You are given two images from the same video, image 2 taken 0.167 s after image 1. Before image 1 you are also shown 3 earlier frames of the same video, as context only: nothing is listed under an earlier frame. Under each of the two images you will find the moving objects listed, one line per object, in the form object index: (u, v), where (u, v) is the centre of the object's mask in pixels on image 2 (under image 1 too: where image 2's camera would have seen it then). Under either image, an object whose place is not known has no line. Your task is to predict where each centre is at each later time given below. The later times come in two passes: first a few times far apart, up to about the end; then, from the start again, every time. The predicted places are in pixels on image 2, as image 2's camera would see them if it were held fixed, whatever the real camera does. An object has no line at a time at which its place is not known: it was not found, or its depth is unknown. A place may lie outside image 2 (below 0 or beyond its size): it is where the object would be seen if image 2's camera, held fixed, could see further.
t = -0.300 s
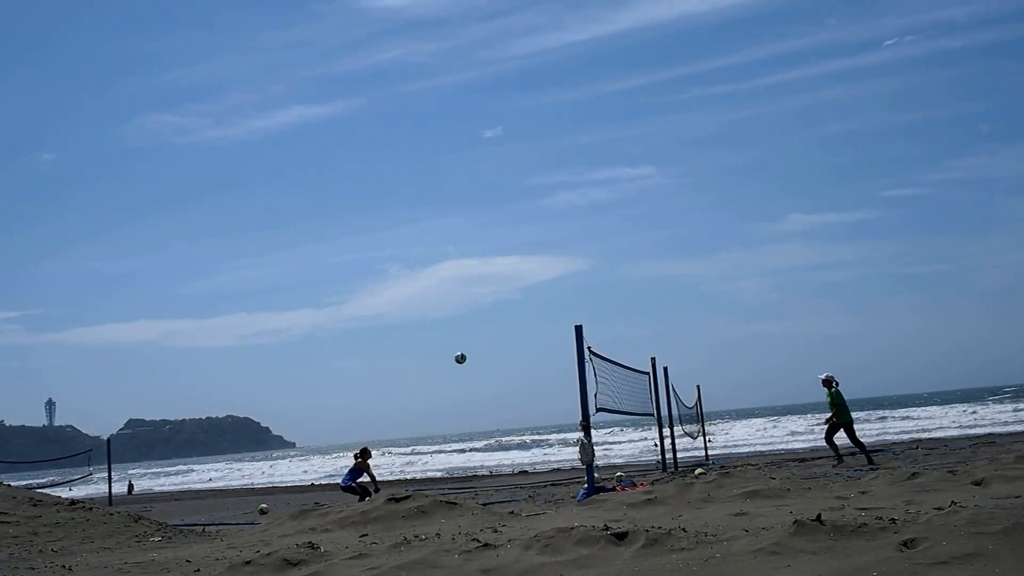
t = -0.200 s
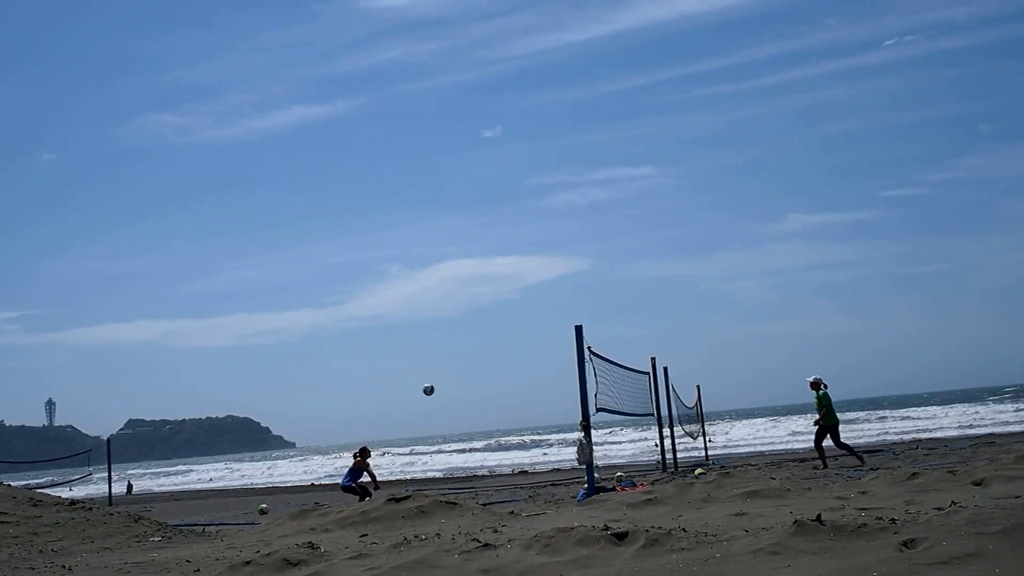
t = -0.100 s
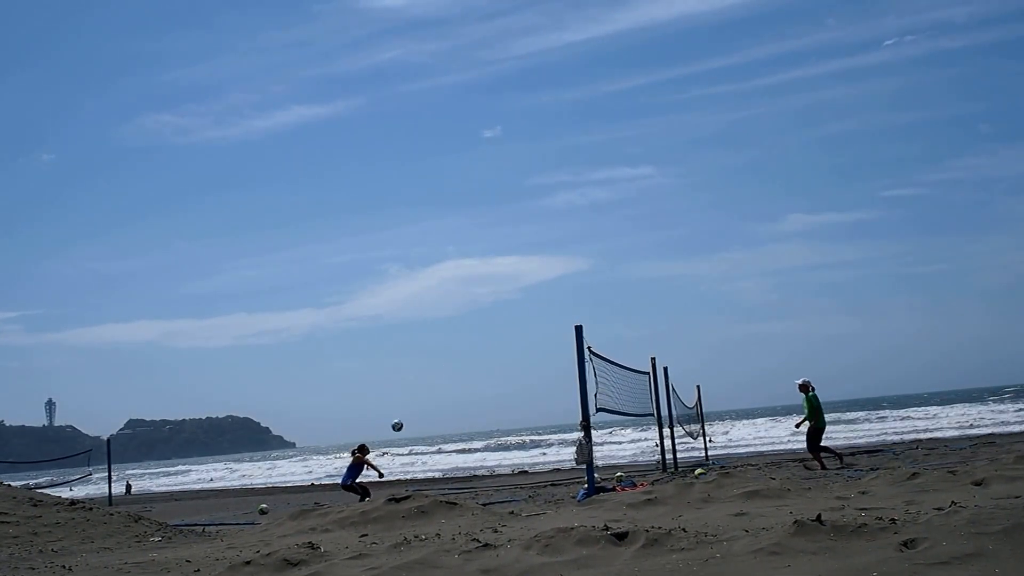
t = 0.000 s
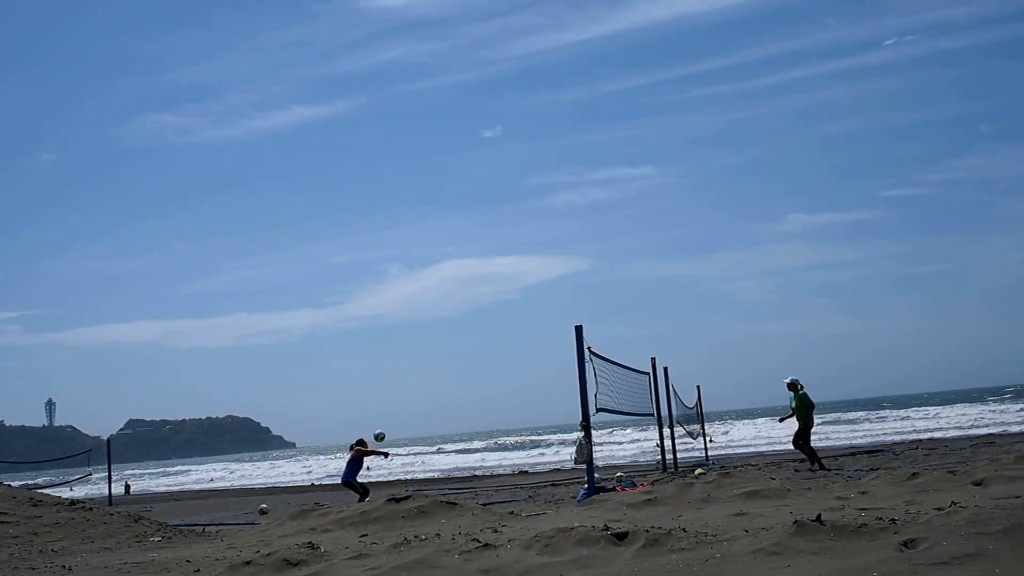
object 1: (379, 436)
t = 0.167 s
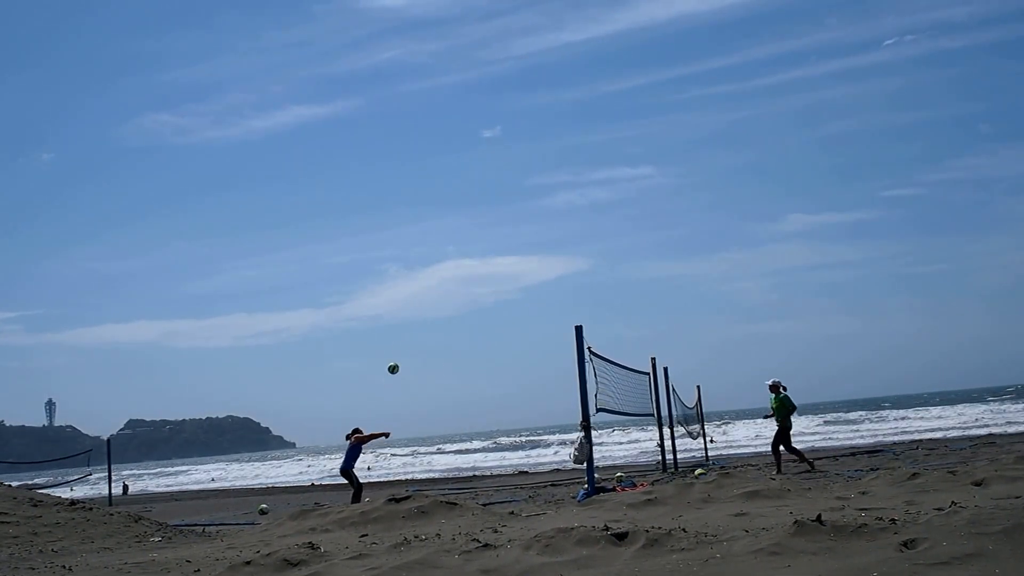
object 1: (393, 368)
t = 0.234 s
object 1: (398, 347)
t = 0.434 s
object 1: (415, 301)
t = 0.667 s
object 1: (434, 276)
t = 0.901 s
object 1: (453, 280)
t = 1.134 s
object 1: (473, 309)
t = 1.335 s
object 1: (490, 353)
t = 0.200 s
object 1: (396, 358)
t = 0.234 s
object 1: (398, 347)
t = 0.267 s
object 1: (401, 338)
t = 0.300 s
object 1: (404, 329)
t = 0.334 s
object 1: (407, 321)
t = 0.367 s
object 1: (409, 313)
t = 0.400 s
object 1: (412, 307)
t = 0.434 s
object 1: (415, 301)
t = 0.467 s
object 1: (418, 296)
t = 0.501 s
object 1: (421, 291)
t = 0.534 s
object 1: (423, 287)
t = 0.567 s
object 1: (426, 283)
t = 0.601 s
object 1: (429, 280)
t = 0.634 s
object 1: (432, 278)
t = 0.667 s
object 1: (434, 276)
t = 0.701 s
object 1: (437, 275)
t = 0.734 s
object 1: (440, 274)
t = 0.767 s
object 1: (442, 274)
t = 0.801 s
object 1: (445, 275)
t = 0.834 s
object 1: (447, 276)
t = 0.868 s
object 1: (450, 278)
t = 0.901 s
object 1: (453, 280)
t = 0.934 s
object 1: (456, 282)
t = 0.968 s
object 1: (459, 285)
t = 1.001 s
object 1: (461, 289)
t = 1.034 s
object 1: (464, 293)
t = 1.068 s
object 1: (468, 298)
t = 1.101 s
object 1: (470, 303)
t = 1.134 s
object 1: (473, 309)
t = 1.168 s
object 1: (476, 315)
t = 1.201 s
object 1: (479, 322)
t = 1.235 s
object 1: (482, 329)
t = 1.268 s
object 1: (485, 336)
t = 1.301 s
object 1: (488, 344)
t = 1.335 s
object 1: (490, 353)
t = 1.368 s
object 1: (493, 362)
